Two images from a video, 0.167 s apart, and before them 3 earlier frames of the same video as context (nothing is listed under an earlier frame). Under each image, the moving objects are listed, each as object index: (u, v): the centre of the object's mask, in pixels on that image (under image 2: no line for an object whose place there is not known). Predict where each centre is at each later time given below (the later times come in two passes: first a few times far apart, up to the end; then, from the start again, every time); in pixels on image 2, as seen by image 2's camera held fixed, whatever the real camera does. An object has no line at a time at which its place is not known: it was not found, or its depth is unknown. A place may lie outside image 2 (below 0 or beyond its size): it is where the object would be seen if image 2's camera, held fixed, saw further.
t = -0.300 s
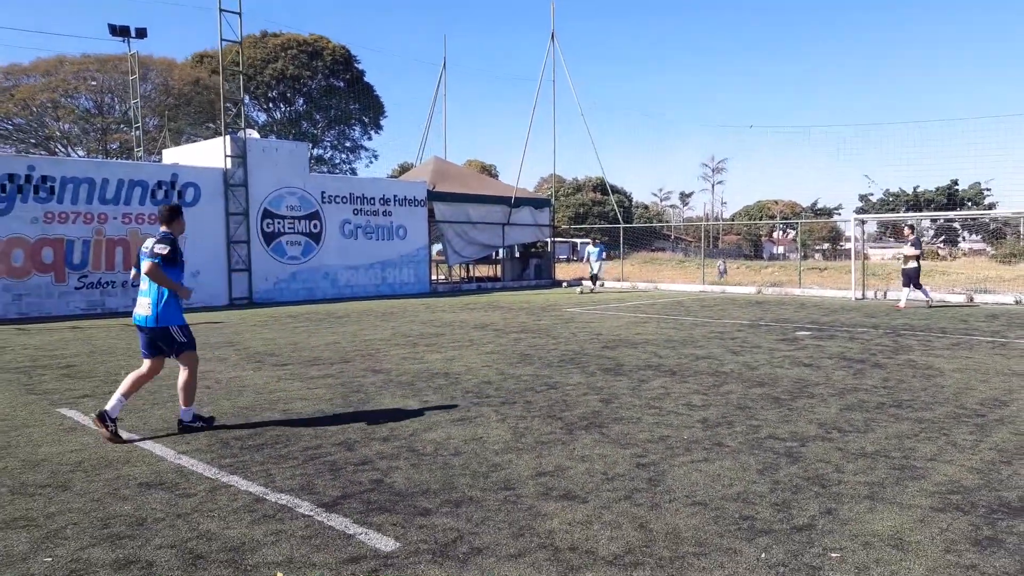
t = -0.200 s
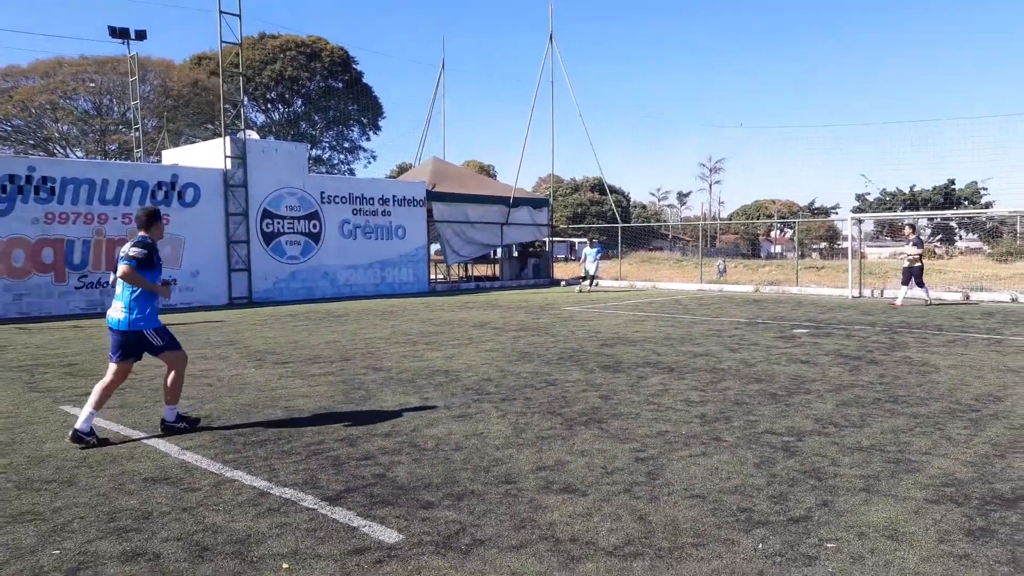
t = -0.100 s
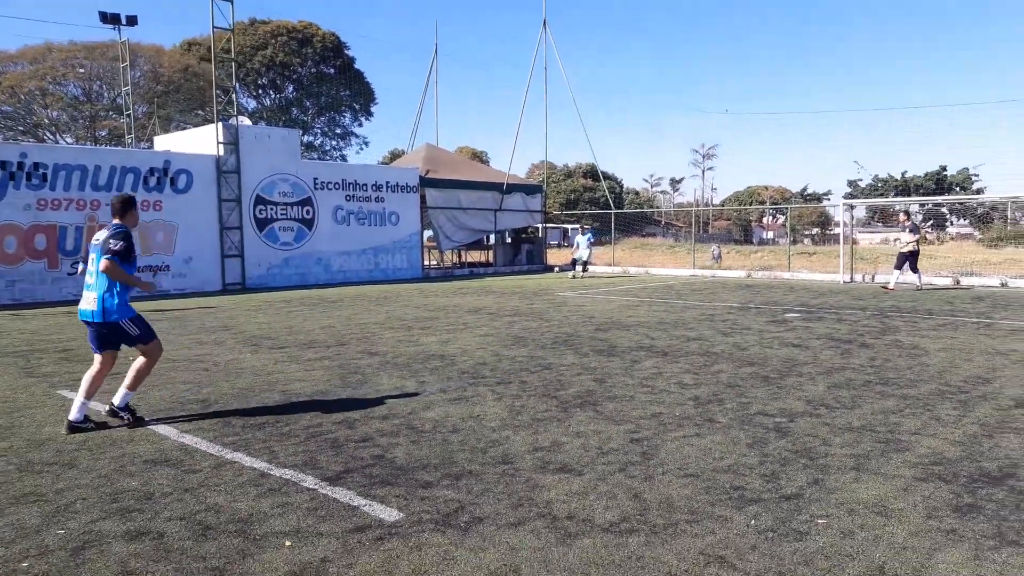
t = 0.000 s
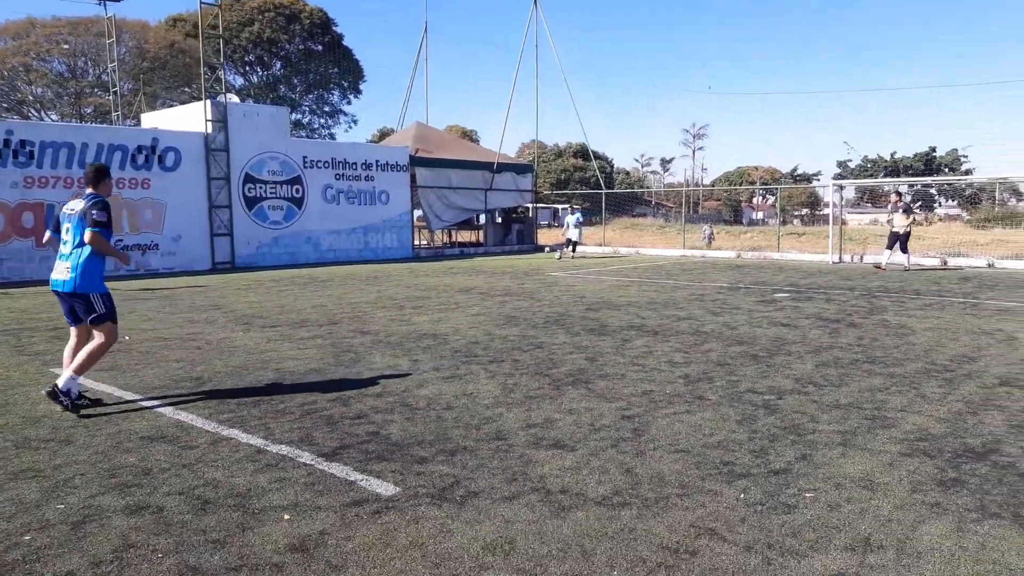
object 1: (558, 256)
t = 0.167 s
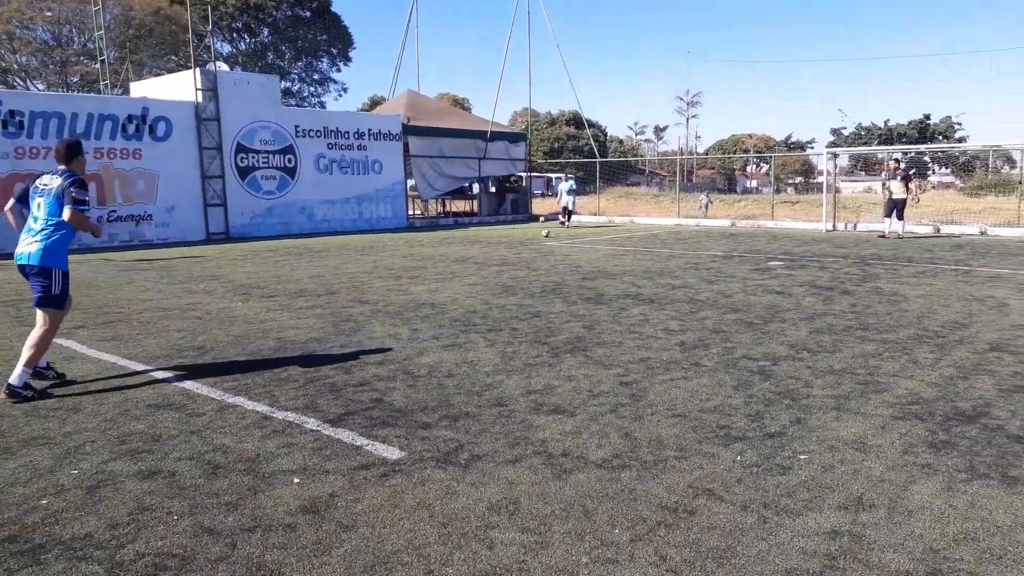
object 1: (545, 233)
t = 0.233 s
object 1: (543, 233)
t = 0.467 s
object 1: (533, 243)
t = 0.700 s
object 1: (523, 253)
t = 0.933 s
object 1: (516, 265)
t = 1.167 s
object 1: (509, 273)
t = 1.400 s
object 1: (501, 293)
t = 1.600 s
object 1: (493, 305)
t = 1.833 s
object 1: (479, 339)
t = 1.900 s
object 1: (476, 353)
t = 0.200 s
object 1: (544, 233)
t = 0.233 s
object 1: (543, 233)
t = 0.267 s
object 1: (542, 233)
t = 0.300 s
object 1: (540, 234)
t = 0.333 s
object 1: (539, 236)
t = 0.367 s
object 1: (537, 238)
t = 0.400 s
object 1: (536, 241)
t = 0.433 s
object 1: (534, 243)
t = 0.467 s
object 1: (533, 243)
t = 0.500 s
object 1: (531, 243)
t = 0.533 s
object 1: (530, 244)
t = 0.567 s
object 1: (528, 246)
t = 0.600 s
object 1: (527, 249)
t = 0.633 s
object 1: (525, 252)
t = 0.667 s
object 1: (524, 253)
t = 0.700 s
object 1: (523, 253)
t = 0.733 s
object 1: (522, 252)
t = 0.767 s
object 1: (521, 252)
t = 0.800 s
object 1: (520, 254)
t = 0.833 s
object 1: (519, 256)
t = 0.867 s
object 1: (518, 258)
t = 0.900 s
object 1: (516, 263)
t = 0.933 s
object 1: (516, 265)
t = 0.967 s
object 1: (515, 266)
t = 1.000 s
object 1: (514, 268)
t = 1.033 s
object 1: (513, 270)
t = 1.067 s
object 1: (512, 272)
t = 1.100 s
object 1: (511, 272)
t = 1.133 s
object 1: (510, 272)
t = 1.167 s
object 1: (509, 273)
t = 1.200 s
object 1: (508, 275)
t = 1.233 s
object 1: (506, 278)
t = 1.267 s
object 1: (505, 283)
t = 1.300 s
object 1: (504, 286)
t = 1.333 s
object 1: (503, 287)
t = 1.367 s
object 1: (503, 290)
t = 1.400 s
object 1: (501, 293)
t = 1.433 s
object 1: (500, 297)
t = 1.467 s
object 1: (499, 299)
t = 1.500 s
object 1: (497, 298)
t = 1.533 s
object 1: (496, 299)
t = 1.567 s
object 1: (494, 302)
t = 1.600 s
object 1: (493, 305)
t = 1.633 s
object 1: (490, 310)
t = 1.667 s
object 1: (489, 317)
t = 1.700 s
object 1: (488, 325)
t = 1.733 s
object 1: (485, 326)
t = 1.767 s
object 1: (483, 329)
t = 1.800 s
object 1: (482, 334)
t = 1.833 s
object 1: (479, 339)
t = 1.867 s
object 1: (477, 348)
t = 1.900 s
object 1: (476, 353)
